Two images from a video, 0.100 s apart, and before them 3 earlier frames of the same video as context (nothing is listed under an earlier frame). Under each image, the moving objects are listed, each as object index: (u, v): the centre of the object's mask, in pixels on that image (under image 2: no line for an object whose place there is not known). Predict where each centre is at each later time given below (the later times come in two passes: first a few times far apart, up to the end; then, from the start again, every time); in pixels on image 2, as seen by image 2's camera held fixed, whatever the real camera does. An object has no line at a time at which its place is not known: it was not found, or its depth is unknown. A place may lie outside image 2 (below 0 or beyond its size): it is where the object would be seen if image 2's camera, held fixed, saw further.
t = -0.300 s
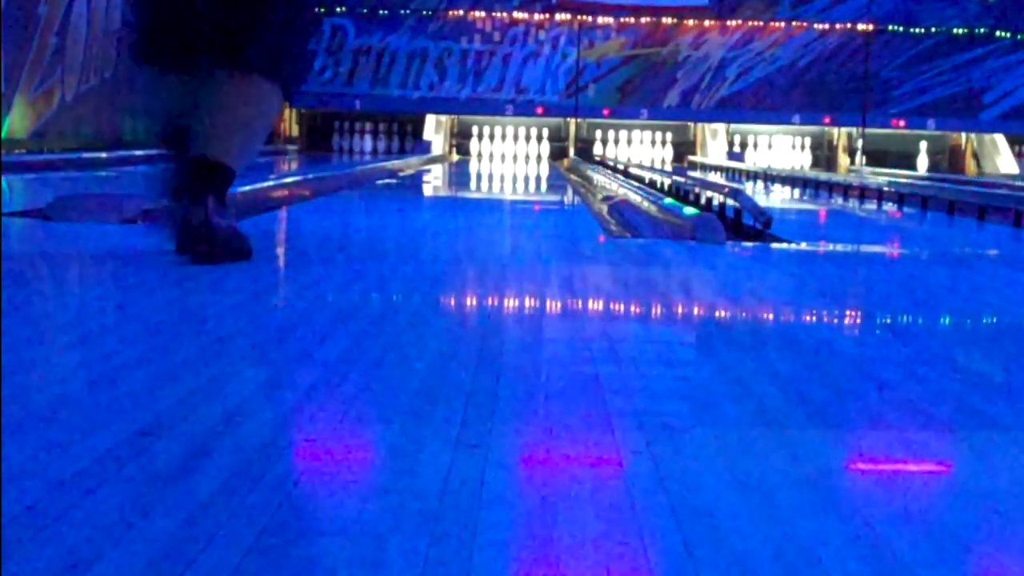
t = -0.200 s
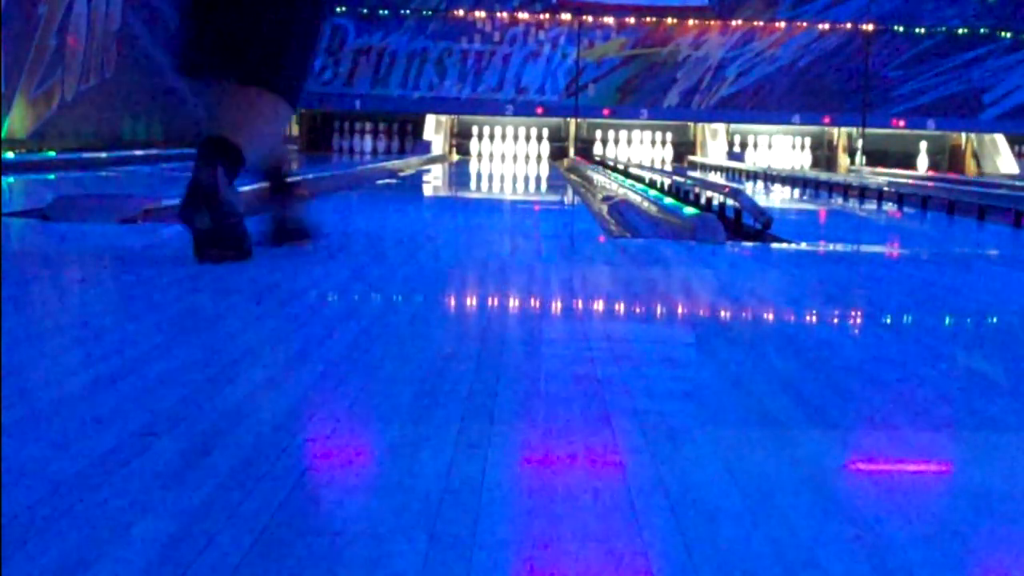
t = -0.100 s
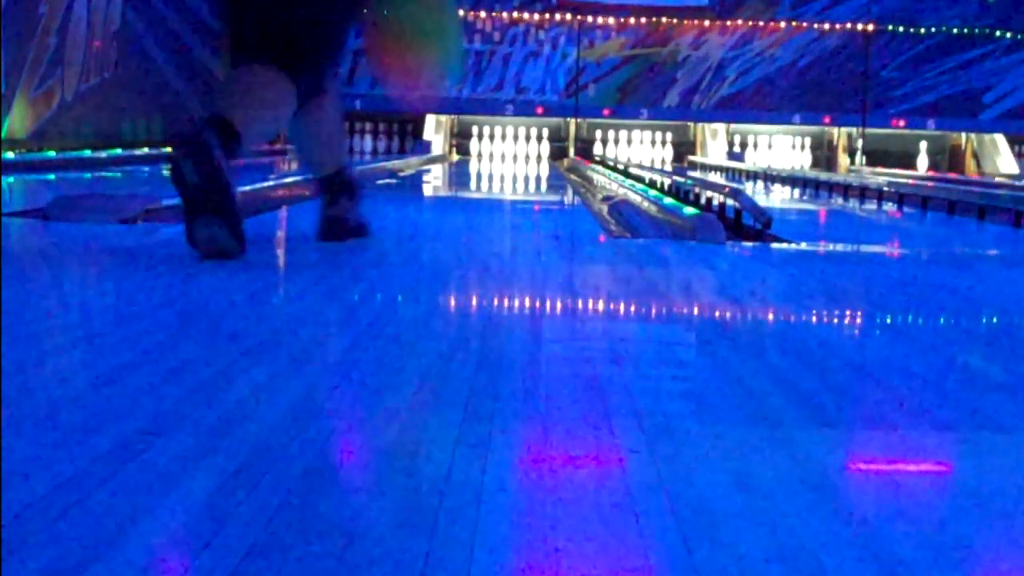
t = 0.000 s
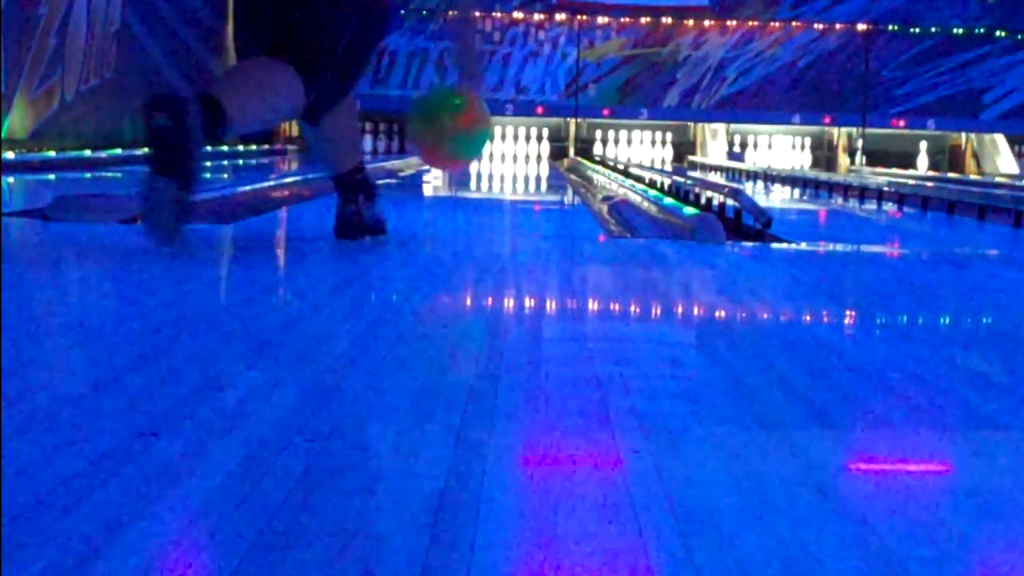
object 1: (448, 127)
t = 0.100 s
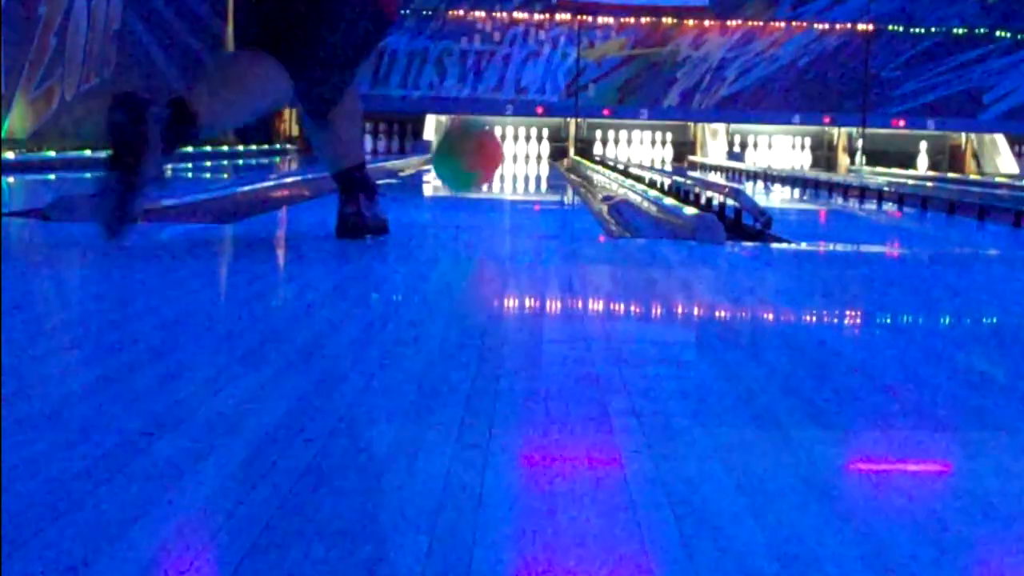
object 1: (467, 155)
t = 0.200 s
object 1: (480, 180)
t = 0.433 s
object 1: (499, 173)
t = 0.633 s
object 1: (510, 168)
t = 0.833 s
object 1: (517, 165)
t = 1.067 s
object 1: (523, 161)
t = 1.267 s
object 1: (527, 158)
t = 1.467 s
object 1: (528, 157)
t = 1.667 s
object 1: (532, 155)
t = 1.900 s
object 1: (532, 154)
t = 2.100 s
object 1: (531, 154)
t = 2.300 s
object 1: (525, 153)
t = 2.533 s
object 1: (519, 152)
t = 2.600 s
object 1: (518, 154)
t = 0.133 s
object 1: (471, 172)
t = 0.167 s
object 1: (475, 182)
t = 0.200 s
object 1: (480, 180)
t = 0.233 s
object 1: (483, 180)
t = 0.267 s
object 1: (486, 178)
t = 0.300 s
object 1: (486, 177)
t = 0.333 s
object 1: (491, 176)
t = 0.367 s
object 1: (495, 175)
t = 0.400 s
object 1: (497, 174)
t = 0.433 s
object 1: (499, 173)
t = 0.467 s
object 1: (502, 172)
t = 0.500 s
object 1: (504, 171)
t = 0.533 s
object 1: (506, 170)
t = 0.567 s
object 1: (507, 169)
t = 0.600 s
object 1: (509, 168)
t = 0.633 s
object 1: (510, 168)
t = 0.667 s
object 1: (512, 166)
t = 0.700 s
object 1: (513, 166)
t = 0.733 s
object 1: (515, 167)
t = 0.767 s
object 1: (516, 166)
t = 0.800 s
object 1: (517, 166)
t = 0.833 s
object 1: (517, 165)
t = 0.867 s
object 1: (518, 164)
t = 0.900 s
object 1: (519, 164)
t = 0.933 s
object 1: (521, 163)
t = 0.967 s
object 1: (521, 162)
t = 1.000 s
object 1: (522, 162)
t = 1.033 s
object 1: (523, 161)
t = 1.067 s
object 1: (523, 161)
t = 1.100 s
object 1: (524, 160)
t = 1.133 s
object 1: (525, 160)
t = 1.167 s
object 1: (526, 160)
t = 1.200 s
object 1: (525, 159)
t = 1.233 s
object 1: (526, 159)
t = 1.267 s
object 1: (527, 158)
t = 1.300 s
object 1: (527, 158)
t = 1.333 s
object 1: (527, 158)
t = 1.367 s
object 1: (527, 158)
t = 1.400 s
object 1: (528, 158)
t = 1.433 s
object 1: (528, 157)
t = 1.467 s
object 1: (528, 157)
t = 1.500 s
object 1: (528, 157)
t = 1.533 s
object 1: (530, 157)
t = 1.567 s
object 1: (530, 156)
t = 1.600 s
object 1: (531, 156)
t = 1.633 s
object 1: (531, 155)
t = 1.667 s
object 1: (532, 155)
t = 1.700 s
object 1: (532, 155)
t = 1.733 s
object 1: (532, 155)
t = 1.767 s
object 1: (532, 155)
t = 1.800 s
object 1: (532, 155)
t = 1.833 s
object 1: (533, 155)
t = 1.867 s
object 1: (532, 155)
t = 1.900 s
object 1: (532, 154)
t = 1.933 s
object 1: (532, 154)
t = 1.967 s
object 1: (532, 154)
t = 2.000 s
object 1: (533, 154)
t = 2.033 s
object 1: (533, 154)
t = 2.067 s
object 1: (532, 154)
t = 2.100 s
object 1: (531, 154)
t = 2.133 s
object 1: (531, 154)
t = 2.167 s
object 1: (531, 154)
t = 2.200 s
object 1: (528, 153)
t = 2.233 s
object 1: (527, 152)
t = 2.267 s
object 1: (526, 152)
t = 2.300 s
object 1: (525, 153)
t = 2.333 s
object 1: (523, 153)
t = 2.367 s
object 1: (522, 153)
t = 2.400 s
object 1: (520, 153)
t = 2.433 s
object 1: (520, 153)
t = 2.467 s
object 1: (519, 152)
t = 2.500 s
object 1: (519, 151)
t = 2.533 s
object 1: (519, 152)
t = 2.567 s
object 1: (519, 156)
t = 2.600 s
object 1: (518, 154)
